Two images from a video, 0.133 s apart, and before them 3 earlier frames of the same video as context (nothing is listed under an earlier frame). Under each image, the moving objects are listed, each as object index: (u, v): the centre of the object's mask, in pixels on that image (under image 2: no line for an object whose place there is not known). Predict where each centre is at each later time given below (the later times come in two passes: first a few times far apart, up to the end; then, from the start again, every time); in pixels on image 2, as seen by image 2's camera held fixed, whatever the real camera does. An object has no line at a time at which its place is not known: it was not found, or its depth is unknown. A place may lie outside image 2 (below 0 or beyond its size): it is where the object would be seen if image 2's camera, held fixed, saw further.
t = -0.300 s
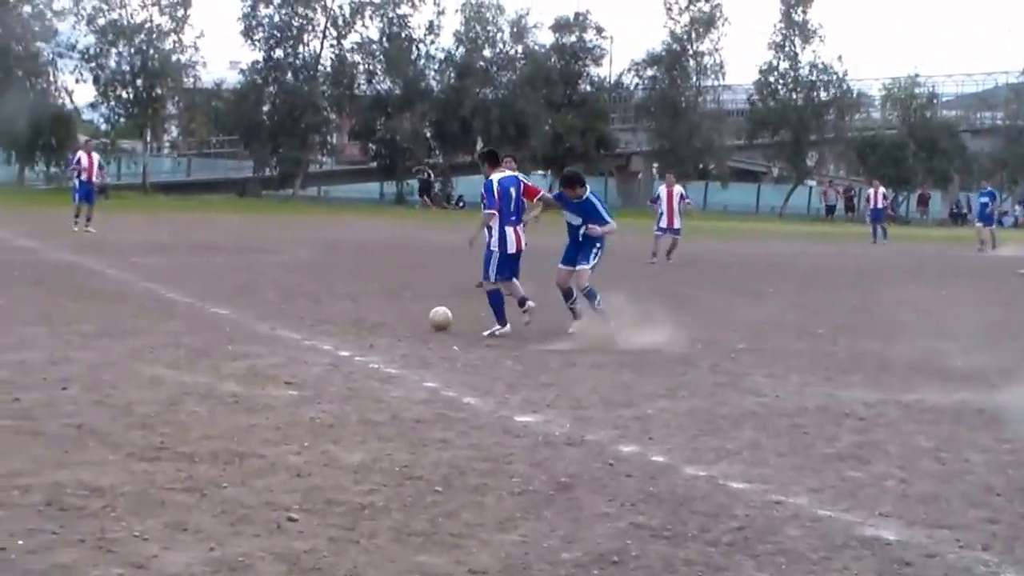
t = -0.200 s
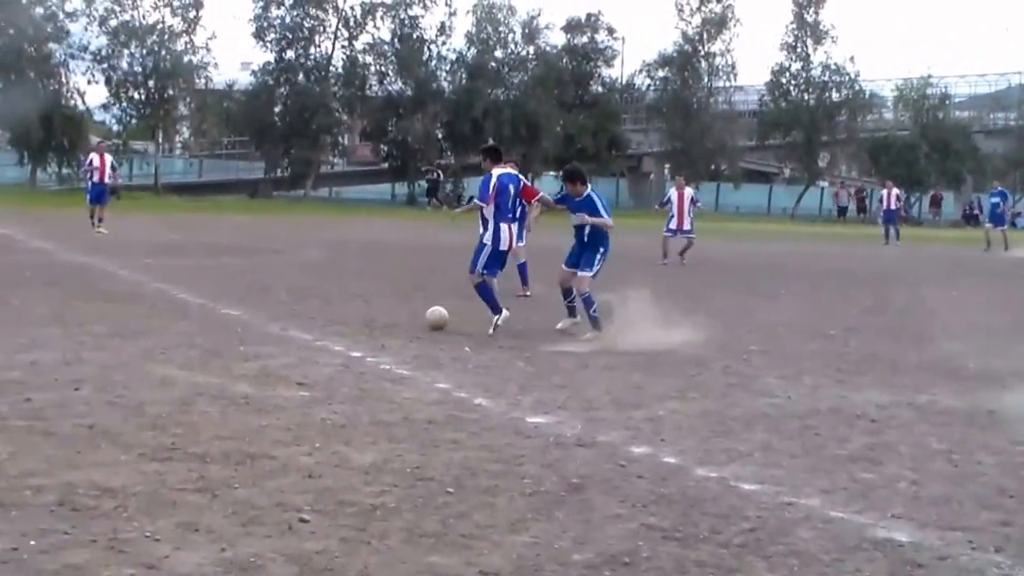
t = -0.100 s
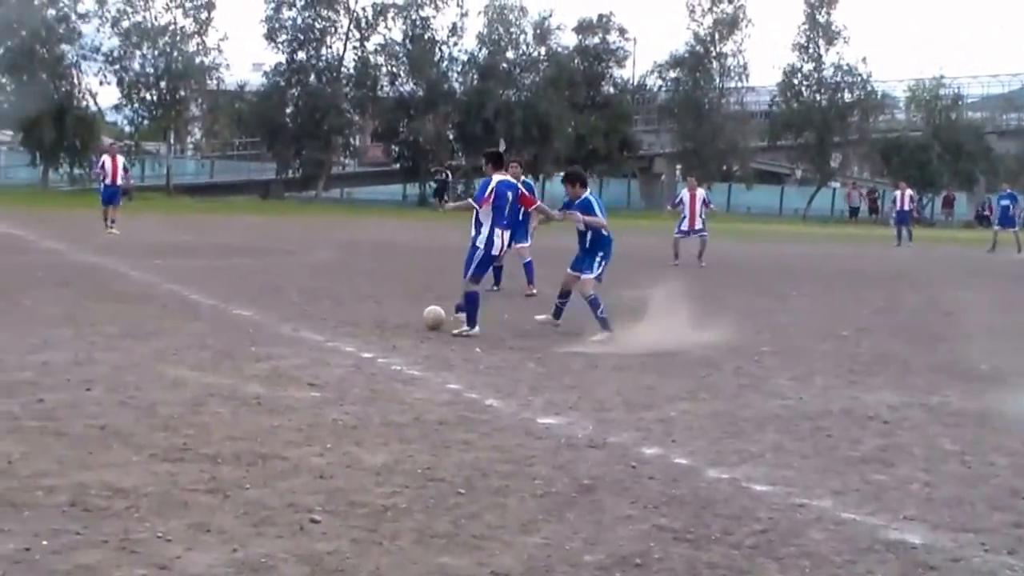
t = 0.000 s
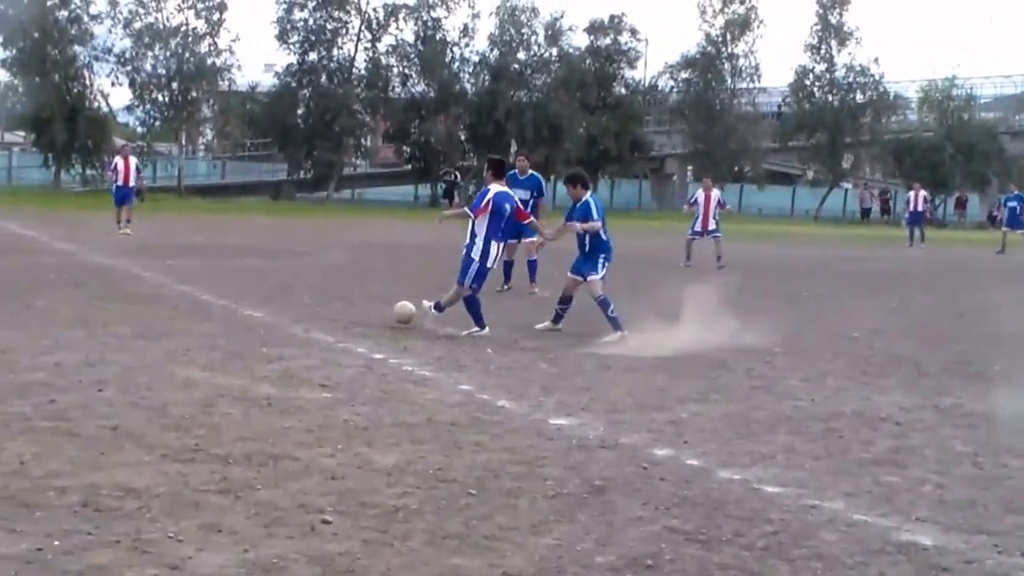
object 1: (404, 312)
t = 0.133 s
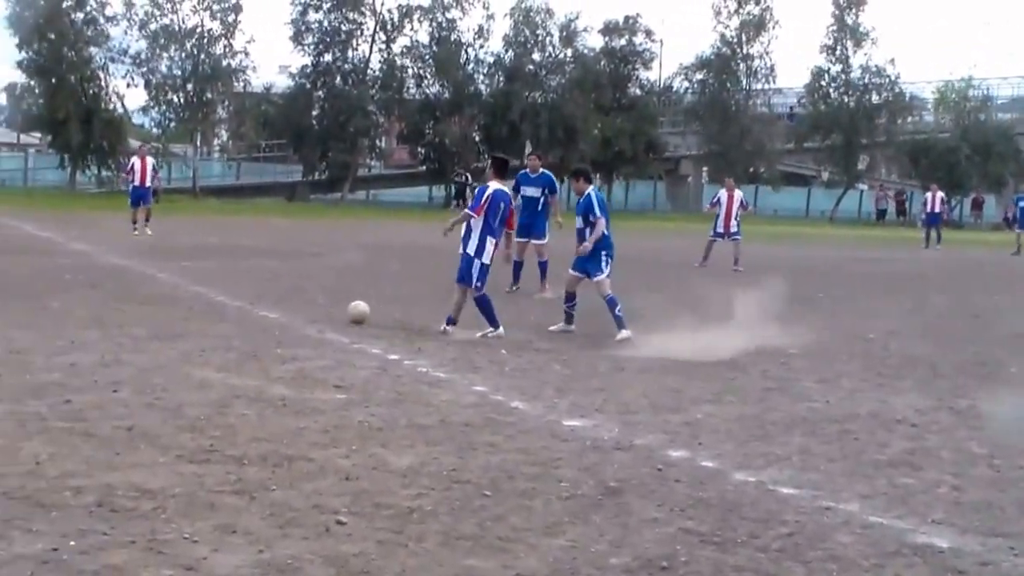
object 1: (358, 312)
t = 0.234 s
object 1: (328, 303)
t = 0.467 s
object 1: (258, 296)
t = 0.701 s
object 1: (192, 295)
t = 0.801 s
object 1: (165, 296)
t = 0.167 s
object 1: (348, 308)
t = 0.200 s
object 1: (338, 305)
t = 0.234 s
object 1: (328, 303)
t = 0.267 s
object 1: (317, 302)
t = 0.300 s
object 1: (307, 303)
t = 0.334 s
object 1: (296, 305)
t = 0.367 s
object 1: (287, 305)
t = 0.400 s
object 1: (277, 300)
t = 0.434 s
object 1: (268, 298)
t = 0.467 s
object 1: (258, 296)
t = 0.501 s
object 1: (249, 296)
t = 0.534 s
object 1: (239, 296)
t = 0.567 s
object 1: (229, 299)
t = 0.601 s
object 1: (219, 302)
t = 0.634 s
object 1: (210, 300)
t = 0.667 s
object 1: (201, 297)
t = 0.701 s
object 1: (192, 295)
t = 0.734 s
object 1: (183, 294)
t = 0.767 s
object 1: (174, 295)
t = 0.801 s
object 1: (165, 296)
